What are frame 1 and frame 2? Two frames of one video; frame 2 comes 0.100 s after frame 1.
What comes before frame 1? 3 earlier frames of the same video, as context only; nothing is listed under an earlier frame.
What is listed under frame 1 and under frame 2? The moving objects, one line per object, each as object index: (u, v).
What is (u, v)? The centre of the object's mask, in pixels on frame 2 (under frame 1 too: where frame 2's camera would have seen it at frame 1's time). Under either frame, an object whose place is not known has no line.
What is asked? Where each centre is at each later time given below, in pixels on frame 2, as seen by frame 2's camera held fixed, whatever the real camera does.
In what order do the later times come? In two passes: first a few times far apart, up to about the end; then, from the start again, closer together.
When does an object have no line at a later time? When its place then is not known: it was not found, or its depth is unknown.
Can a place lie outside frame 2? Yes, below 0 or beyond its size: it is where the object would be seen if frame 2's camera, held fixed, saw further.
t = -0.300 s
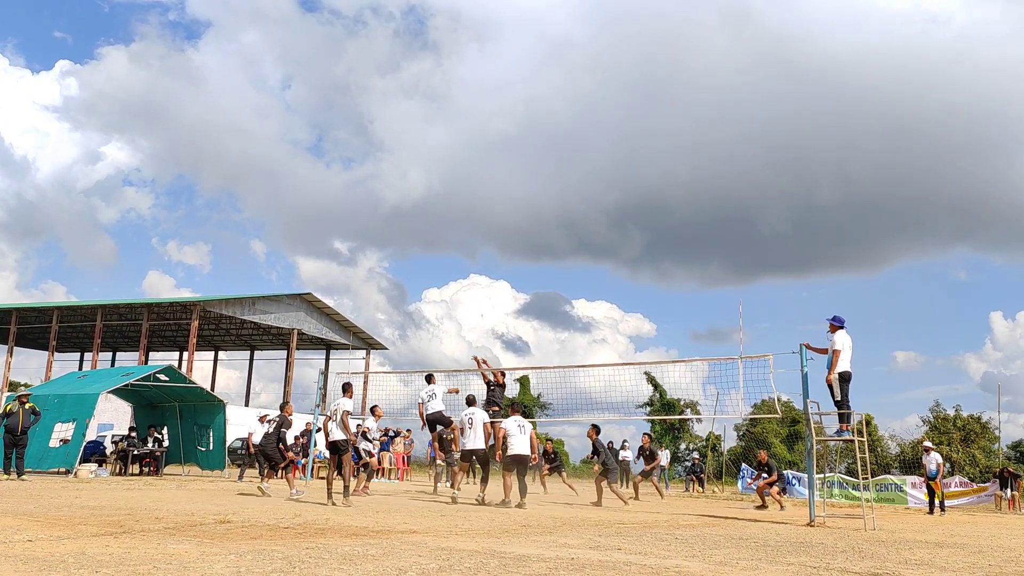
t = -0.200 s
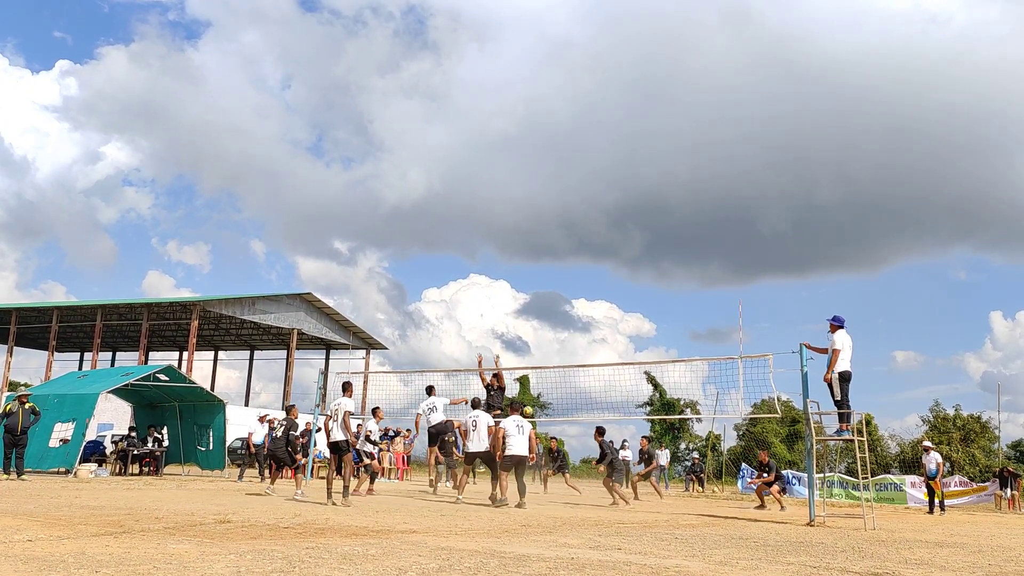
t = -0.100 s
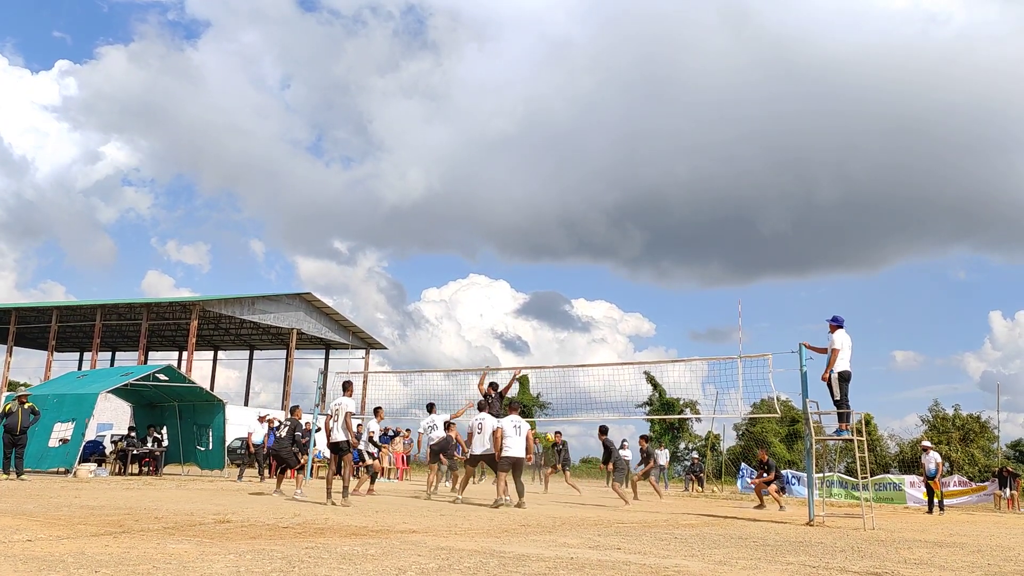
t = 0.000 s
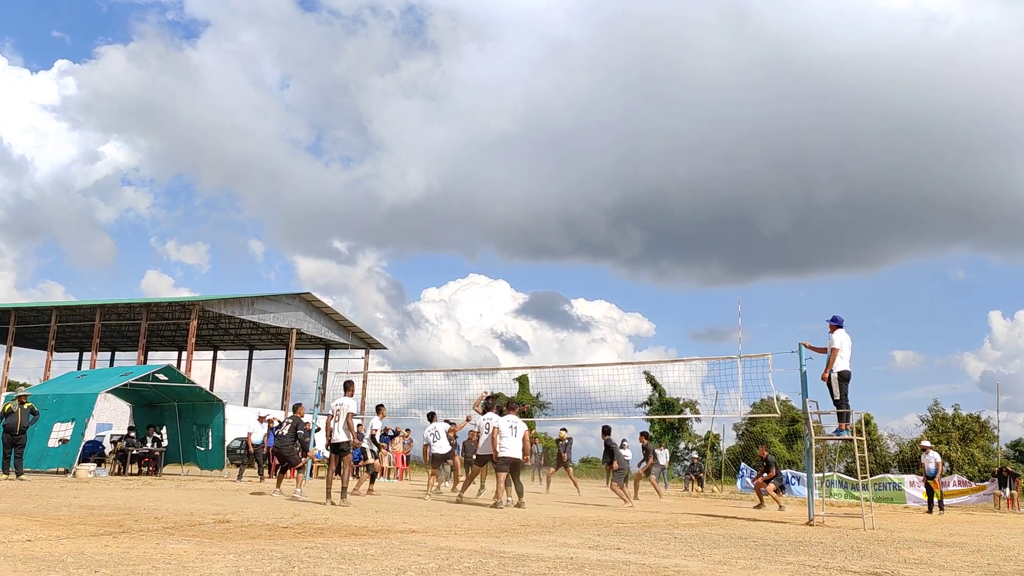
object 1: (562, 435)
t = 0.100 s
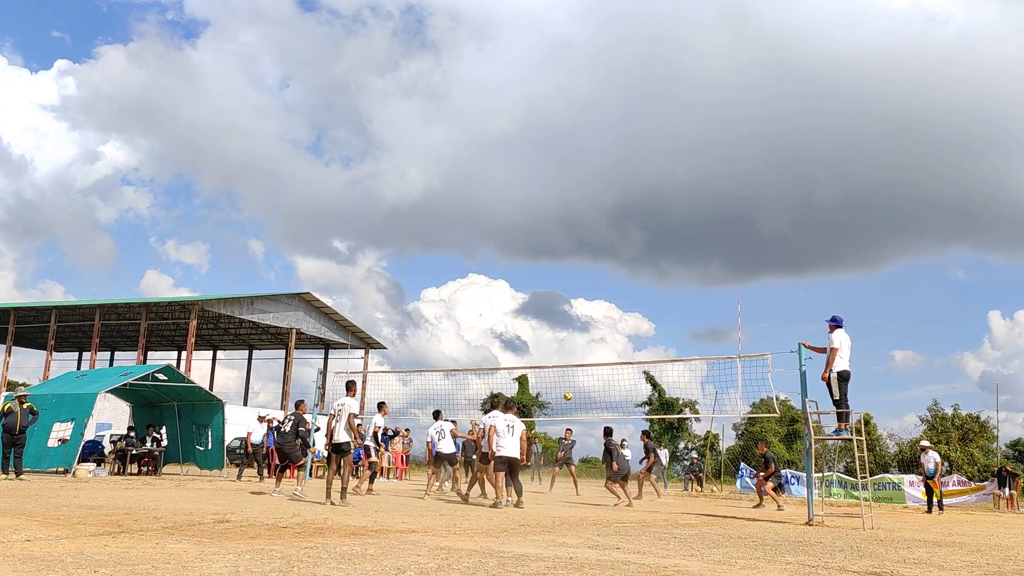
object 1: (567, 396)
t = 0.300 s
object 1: (580, 328)
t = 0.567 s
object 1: (600, 258)
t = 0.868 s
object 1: (627, 211)
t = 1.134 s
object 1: (656, 203)
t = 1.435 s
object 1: (693, 235)
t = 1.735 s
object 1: (736, 329)
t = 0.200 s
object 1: (573, 360)
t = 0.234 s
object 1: (576, 349)
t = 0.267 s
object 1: (578, 338)
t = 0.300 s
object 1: (580, 328)
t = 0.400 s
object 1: (587, 299)
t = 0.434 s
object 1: (589, 290)
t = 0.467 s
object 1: (592, 282)
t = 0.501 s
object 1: (595, 273)
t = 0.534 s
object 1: (597, 265)
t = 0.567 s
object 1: (600, 258)
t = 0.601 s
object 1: (603, 251)
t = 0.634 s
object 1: (605, 245)
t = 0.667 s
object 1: (609, 239)
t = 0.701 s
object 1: (611, 233)
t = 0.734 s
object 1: (615, 228)
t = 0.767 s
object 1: (617, 223)
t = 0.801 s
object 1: (621, 219)
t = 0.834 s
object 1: (624, 215)
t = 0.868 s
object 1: (627, 211)
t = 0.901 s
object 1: (631, 209)
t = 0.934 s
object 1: (634, 206)
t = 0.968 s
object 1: (638, 204)
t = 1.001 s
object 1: (641, 203)
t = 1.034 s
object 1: (645, 202)
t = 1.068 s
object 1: (648, 201)
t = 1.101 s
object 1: (652, 202)
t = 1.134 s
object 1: (656, 203)
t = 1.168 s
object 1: (660, 204)
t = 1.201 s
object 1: (663, 205)
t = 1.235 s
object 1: (668, 208)
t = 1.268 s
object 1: (672, 211)
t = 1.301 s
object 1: (676, 214)
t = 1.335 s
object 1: (680, 219)
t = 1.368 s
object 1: (684, 223)
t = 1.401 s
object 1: (689, 229)
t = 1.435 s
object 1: (693, 235)
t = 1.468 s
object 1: (697, 242)
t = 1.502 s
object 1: (702, 250)
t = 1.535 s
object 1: (707, 259)
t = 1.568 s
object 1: (711, 268)
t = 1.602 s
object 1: (716, 278)
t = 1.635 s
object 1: (721, 290)
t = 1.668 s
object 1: (726, 302)
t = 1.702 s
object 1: (730, 315)
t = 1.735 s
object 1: (736, 329)
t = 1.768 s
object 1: (741, 344)
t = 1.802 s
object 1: (746, 360)
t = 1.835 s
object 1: (752, 377)
